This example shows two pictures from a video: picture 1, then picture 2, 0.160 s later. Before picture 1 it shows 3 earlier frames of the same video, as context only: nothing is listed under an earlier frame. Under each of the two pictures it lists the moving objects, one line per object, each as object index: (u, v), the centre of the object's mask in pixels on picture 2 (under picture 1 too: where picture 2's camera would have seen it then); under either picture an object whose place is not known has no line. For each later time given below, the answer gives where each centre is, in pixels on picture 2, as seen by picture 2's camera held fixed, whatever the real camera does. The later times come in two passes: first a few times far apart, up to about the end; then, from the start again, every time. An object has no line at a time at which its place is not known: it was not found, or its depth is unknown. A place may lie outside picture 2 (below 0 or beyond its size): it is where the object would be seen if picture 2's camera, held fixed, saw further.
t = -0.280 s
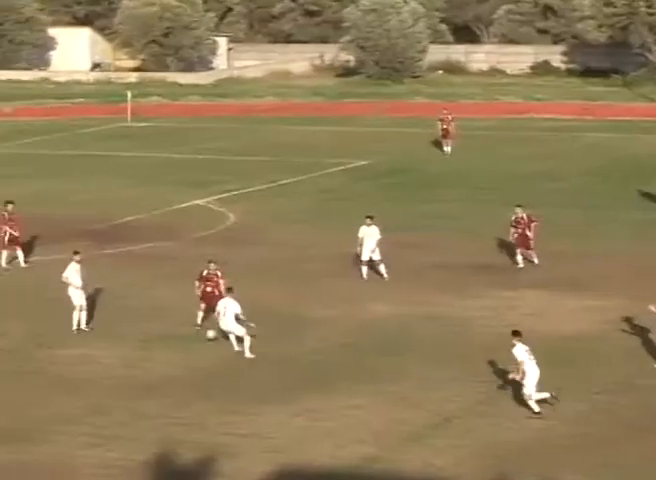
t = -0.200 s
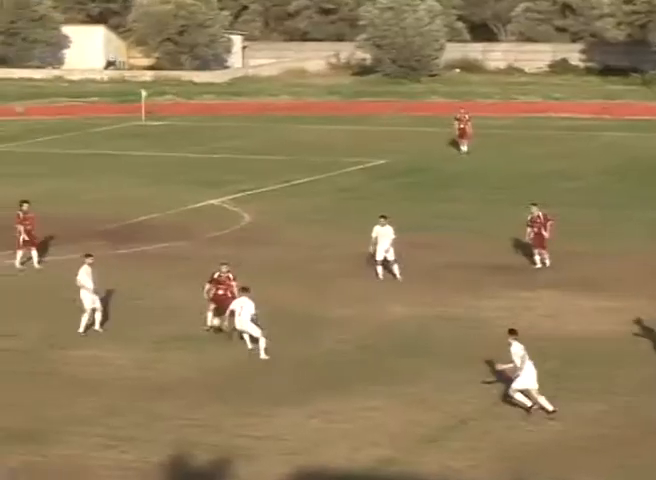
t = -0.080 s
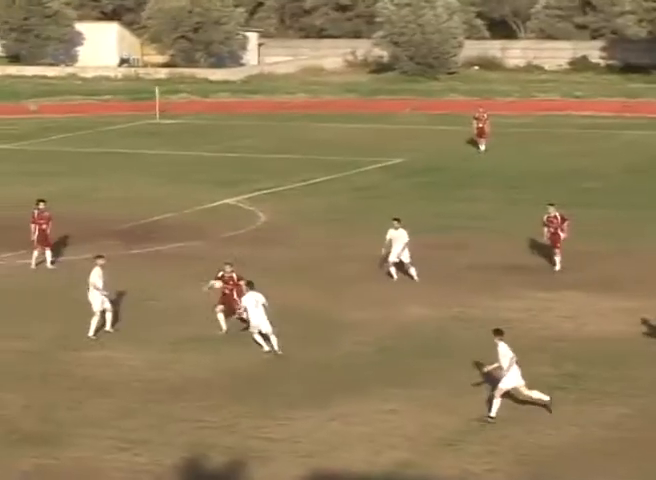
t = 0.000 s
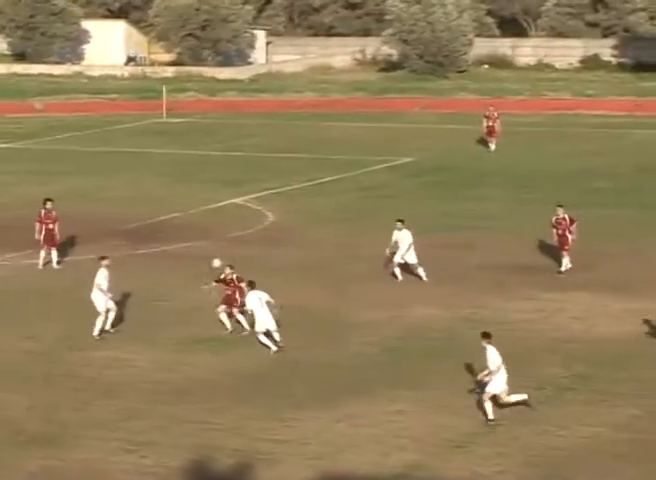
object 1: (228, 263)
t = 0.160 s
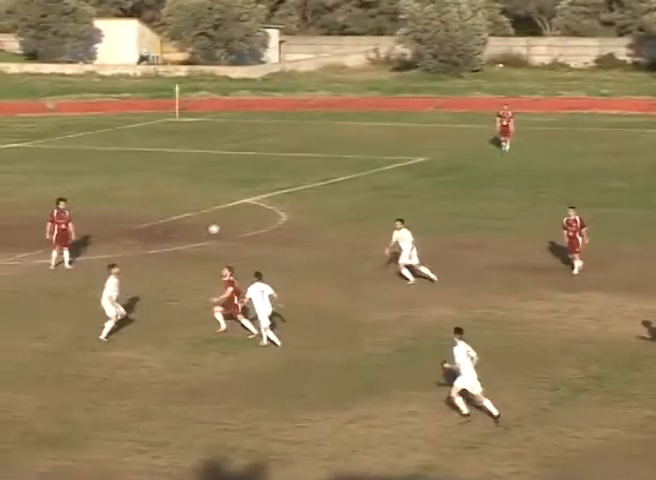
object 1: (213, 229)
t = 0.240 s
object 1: (206, 216)
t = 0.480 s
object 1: (188, 197)
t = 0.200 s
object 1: (210, 222)
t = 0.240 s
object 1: (206, 216)
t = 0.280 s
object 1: (203, 212)
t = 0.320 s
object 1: (200, 207)
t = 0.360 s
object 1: (198, 204)
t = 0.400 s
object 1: (195, 201)
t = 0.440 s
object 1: (192, 198)
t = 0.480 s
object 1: (188, 197)
